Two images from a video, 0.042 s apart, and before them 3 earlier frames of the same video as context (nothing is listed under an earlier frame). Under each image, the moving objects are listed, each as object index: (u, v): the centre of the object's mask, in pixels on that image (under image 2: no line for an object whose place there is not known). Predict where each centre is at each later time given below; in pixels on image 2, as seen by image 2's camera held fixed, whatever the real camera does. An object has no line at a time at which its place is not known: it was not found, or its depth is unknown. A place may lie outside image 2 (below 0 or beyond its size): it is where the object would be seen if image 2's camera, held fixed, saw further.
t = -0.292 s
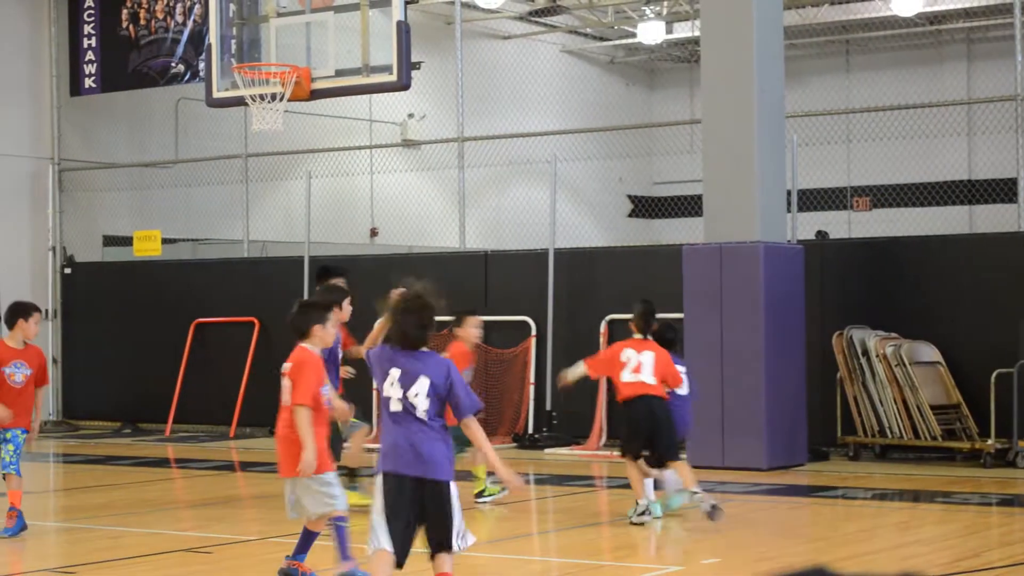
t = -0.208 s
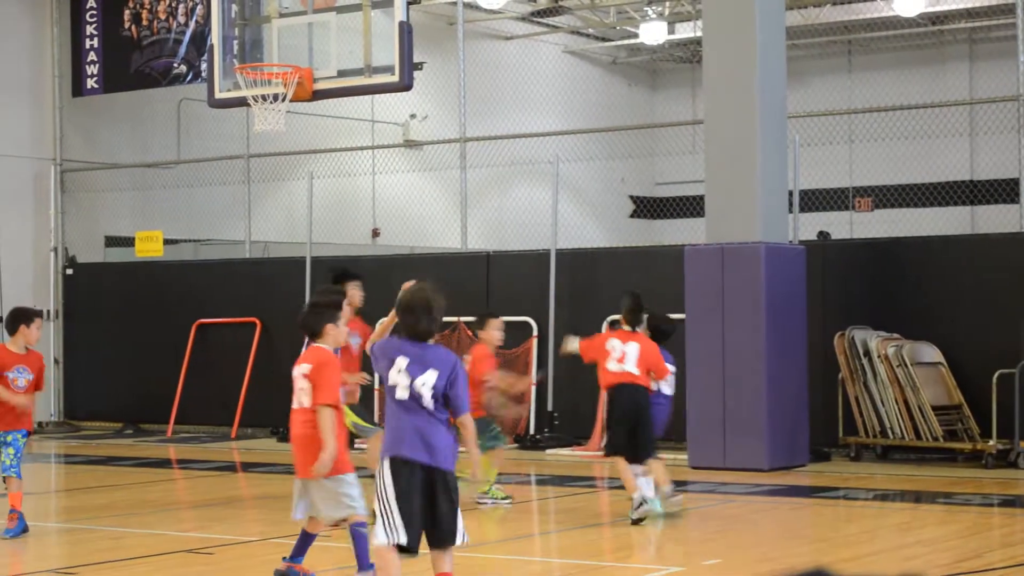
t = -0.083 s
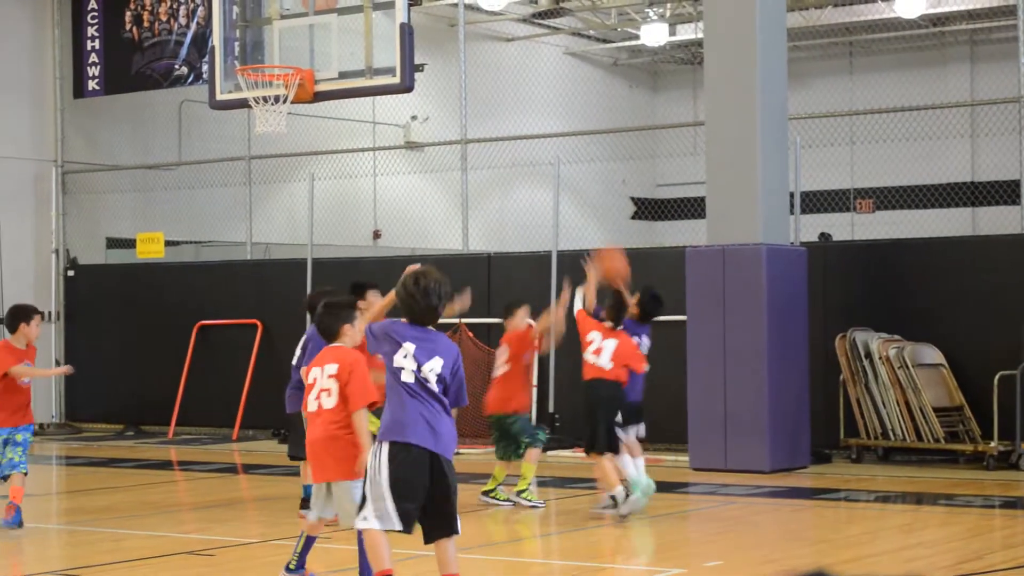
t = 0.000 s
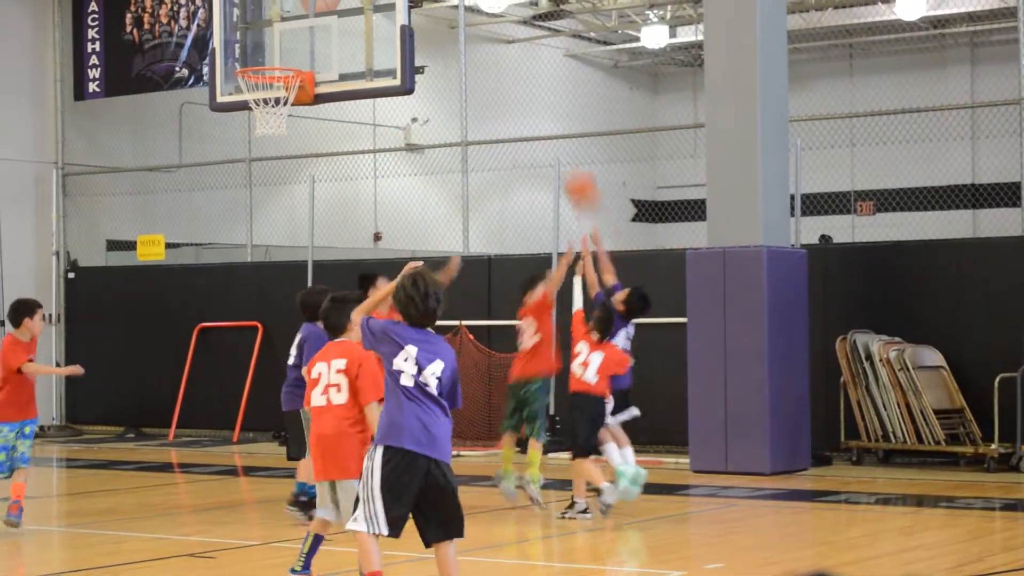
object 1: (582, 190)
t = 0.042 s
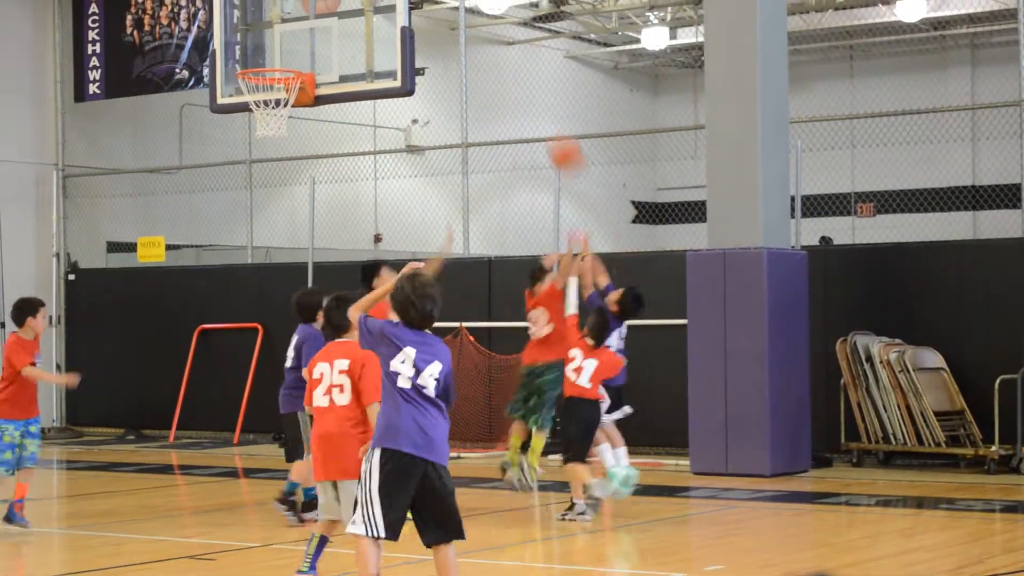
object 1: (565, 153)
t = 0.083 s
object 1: (551, 120)
